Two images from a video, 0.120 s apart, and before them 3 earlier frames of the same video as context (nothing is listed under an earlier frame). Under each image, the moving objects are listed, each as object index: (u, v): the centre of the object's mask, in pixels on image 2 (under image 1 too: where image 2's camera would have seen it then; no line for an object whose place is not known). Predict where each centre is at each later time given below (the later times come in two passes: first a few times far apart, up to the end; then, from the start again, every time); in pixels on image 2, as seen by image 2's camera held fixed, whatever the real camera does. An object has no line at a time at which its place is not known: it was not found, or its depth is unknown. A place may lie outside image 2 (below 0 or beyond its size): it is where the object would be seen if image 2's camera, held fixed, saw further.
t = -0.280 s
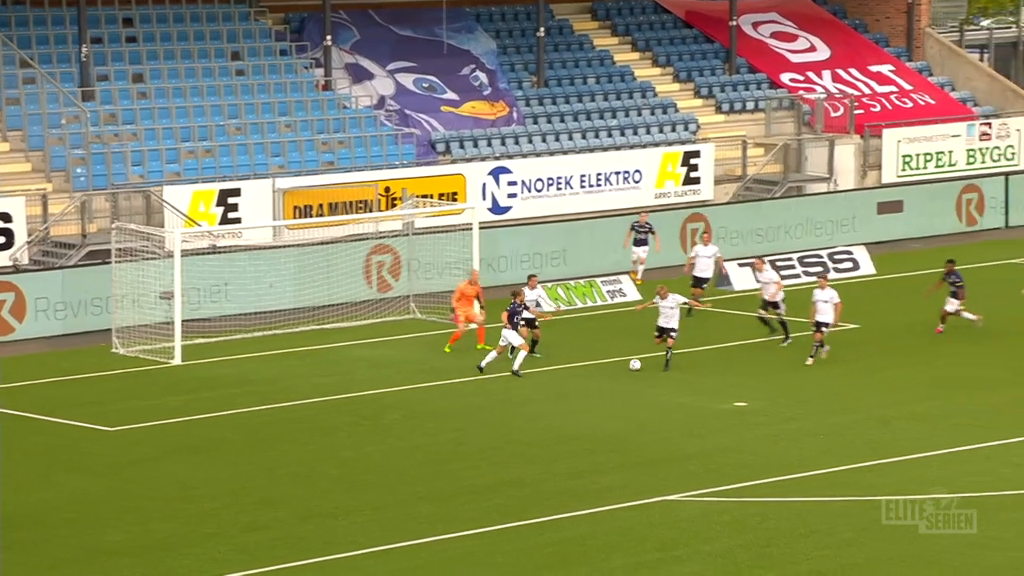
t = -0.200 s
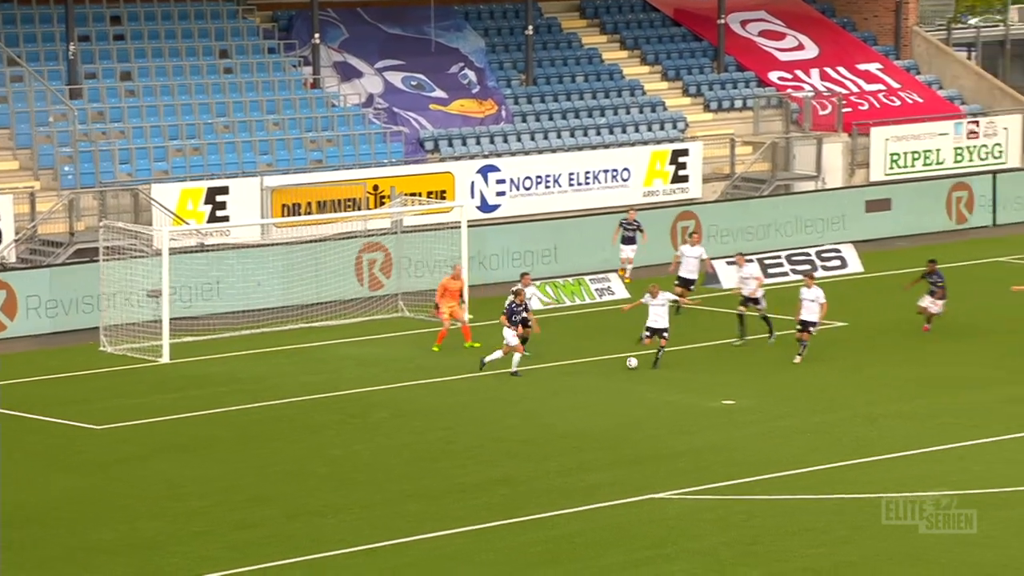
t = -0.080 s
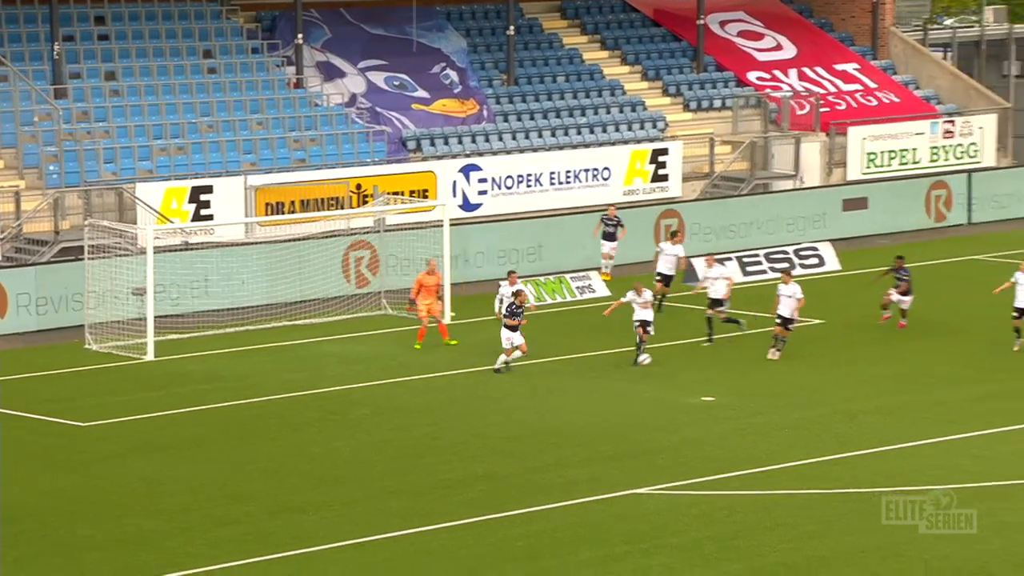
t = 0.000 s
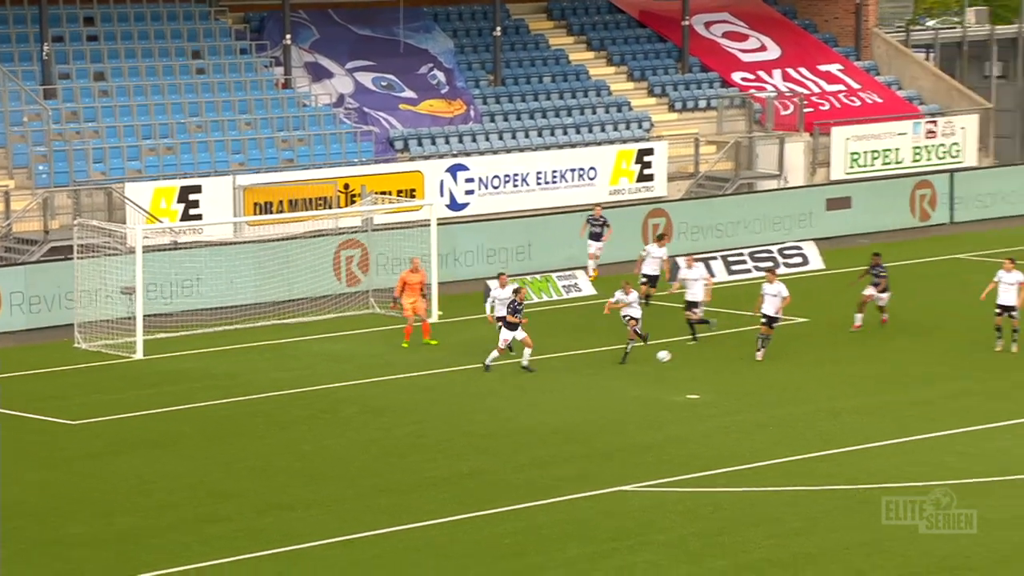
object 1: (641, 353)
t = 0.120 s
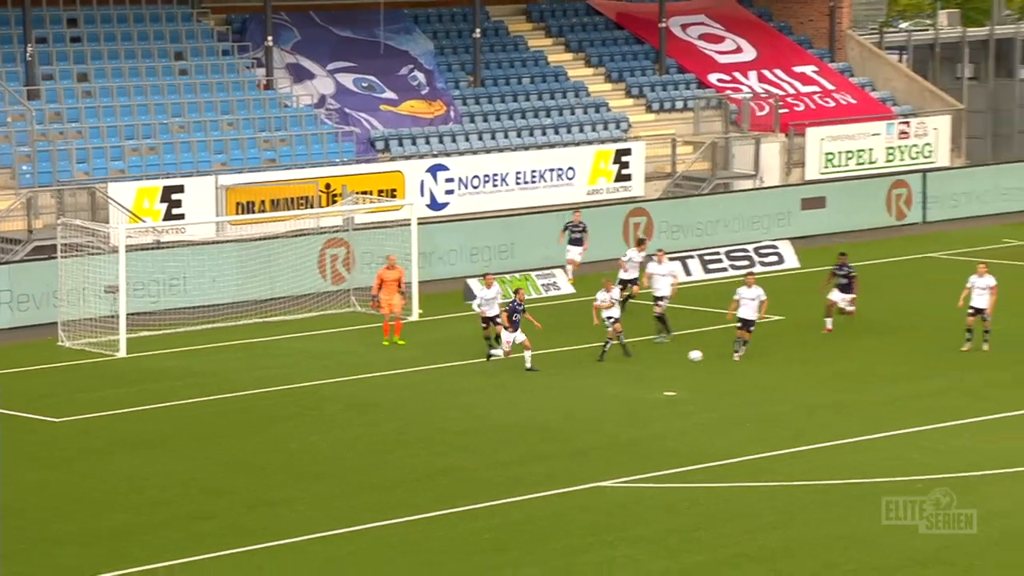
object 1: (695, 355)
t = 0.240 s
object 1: (753, 363)
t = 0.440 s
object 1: (864, 391)
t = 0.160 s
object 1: (714, 357)
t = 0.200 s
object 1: (733, 360)
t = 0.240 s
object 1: (753, 363)
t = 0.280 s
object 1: (773, 367)
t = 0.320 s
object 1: (795, 372)
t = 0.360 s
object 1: (817, 378)
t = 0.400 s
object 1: (840, 384)
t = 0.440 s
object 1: (864, 391)
